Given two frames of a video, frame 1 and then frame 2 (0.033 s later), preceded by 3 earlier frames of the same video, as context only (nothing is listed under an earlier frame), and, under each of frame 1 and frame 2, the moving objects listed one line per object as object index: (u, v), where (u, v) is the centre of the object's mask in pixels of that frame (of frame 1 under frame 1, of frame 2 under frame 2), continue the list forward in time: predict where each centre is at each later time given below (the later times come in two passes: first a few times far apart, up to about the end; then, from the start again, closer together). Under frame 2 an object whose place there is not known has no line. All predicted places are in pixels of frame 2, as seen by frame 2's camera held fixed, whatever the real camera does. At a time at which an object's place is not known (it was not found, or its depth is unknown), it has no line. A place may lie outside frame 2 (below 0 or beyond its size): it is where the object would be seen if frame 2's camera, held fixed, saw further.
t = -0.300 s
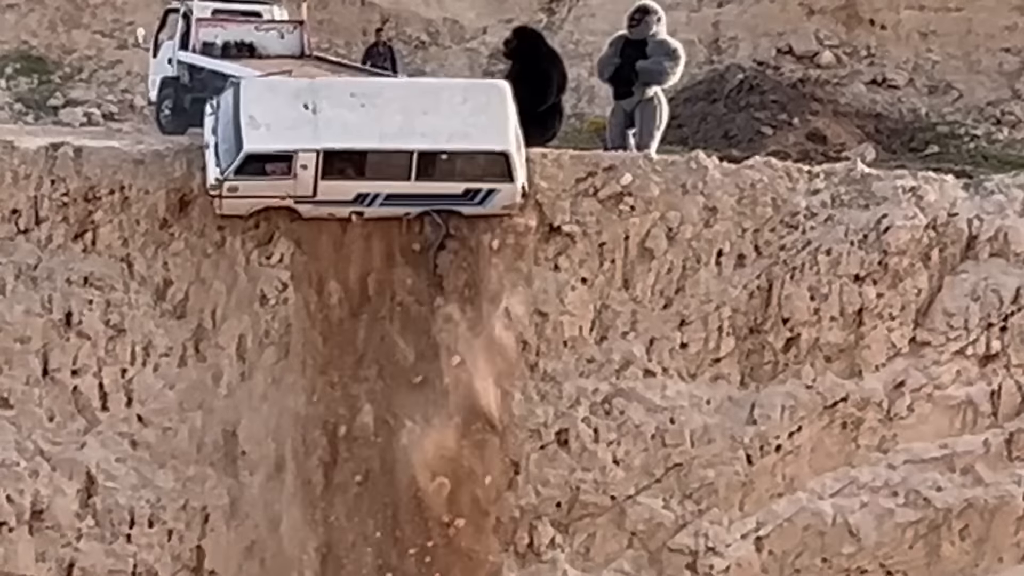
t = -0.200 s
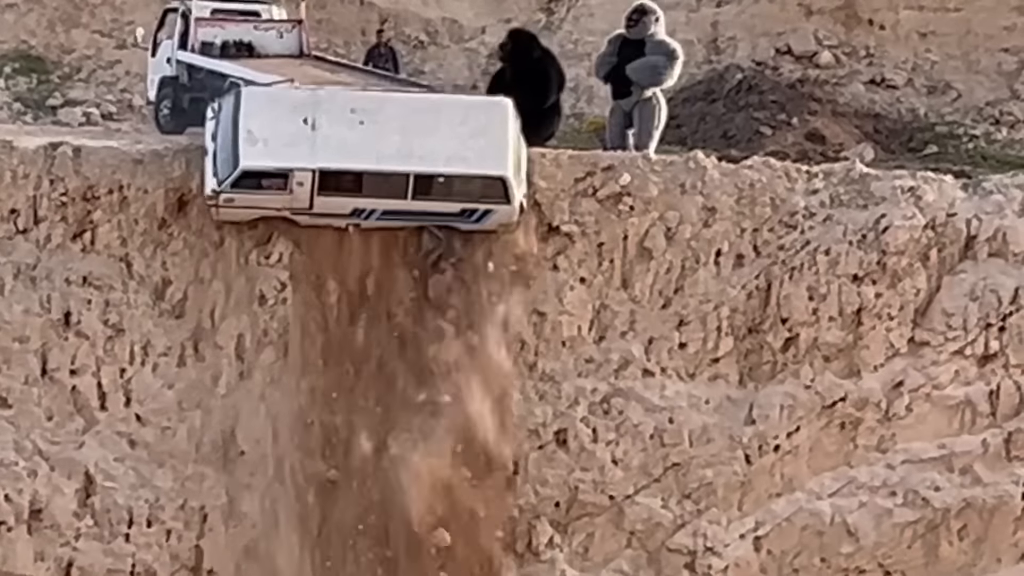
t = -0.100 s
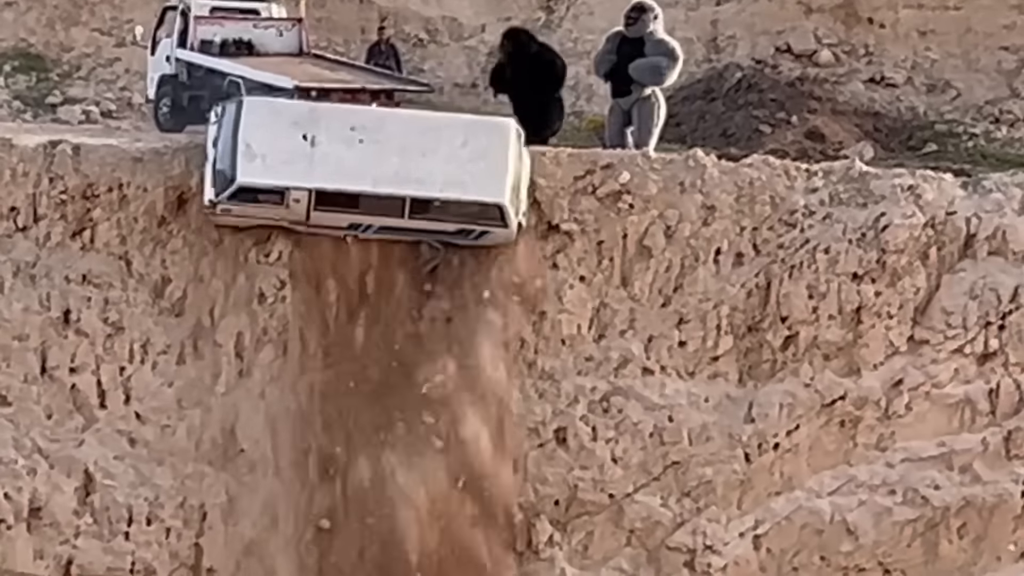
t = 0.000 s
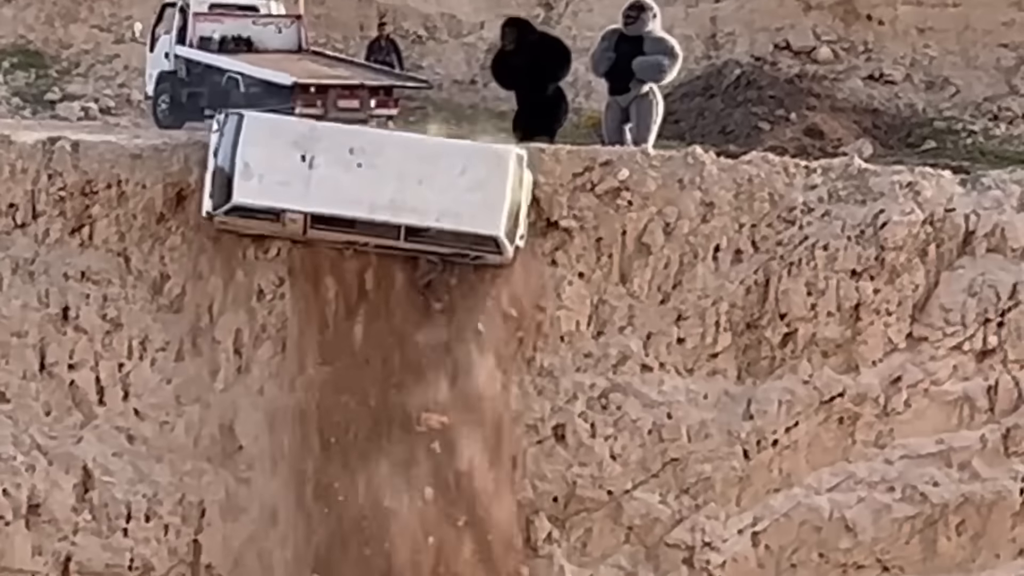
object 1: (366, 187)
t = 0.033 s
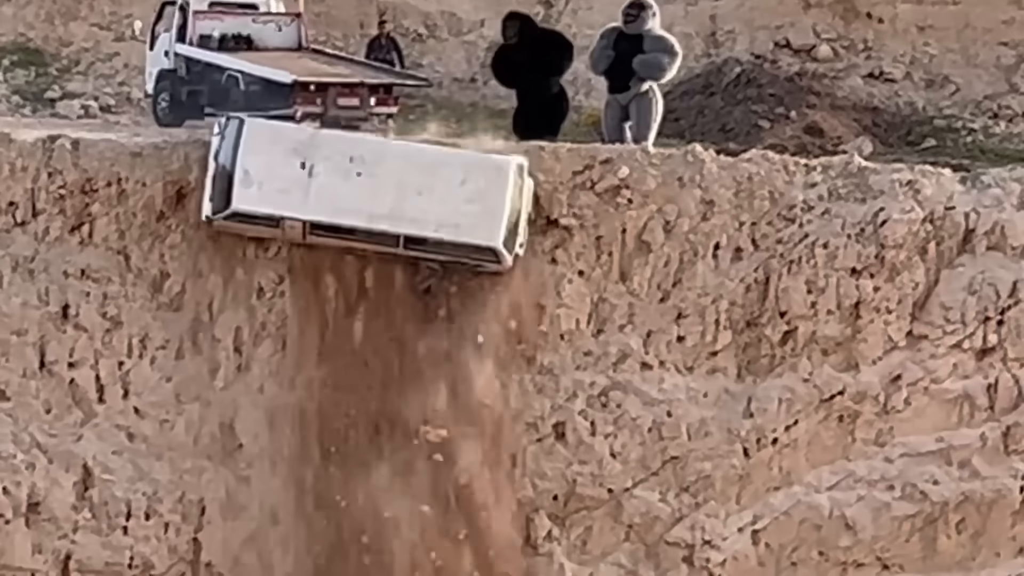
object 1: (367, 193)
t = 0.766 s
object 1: (361, 430)
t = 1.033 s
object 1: (358, 590)
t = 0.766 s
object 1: (361, 430)
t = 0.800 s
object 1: (360, 448)
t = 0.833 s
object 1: (360, 466)
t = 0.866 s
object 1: (360, 485)
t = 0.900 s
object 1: (359, 506)
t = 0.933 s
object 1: (359, 527)
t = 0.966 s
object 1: (359, 547)
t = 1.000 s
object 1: (359, 567)
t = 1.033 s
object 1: (358, 590)
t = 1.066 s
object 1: (358, 613)
